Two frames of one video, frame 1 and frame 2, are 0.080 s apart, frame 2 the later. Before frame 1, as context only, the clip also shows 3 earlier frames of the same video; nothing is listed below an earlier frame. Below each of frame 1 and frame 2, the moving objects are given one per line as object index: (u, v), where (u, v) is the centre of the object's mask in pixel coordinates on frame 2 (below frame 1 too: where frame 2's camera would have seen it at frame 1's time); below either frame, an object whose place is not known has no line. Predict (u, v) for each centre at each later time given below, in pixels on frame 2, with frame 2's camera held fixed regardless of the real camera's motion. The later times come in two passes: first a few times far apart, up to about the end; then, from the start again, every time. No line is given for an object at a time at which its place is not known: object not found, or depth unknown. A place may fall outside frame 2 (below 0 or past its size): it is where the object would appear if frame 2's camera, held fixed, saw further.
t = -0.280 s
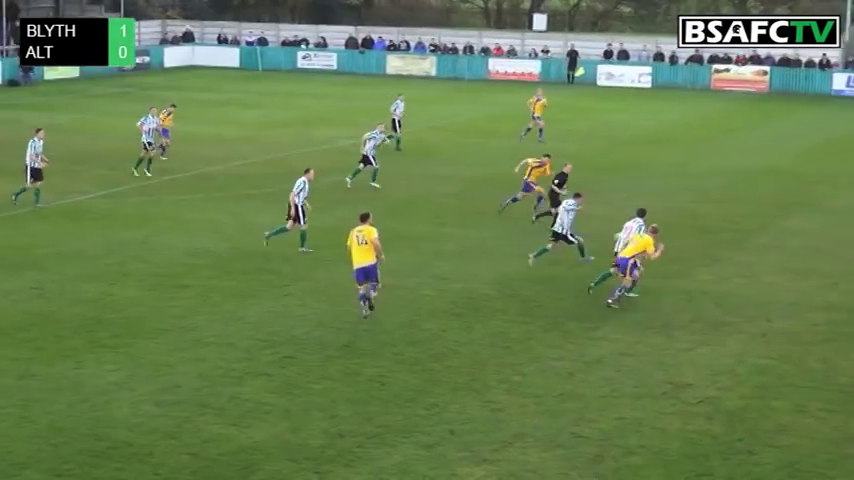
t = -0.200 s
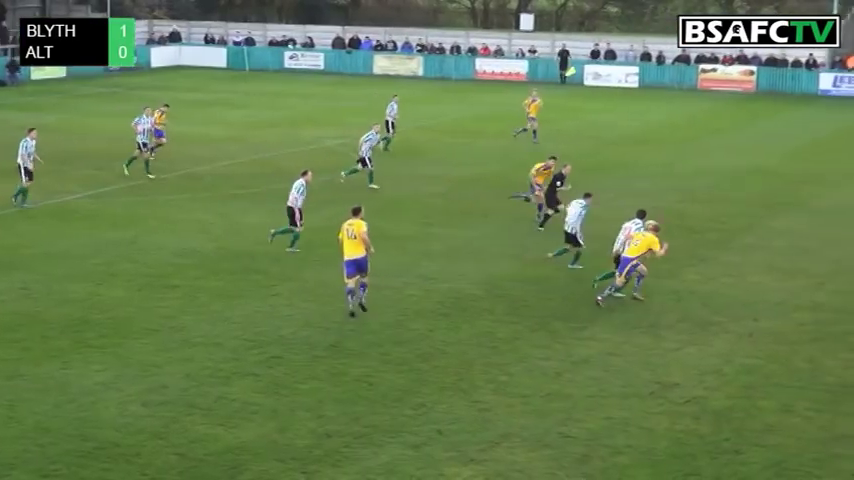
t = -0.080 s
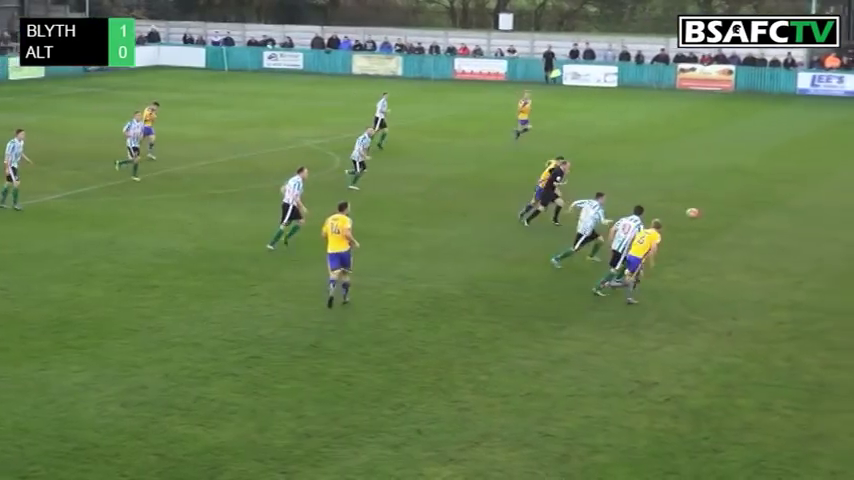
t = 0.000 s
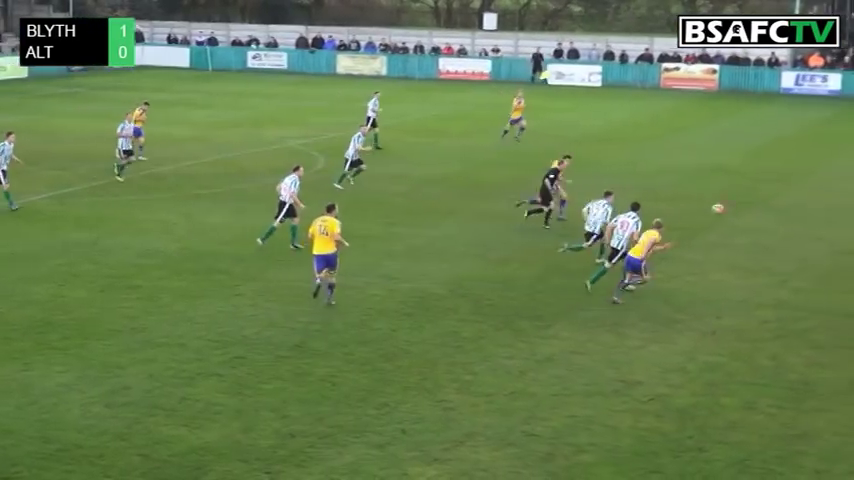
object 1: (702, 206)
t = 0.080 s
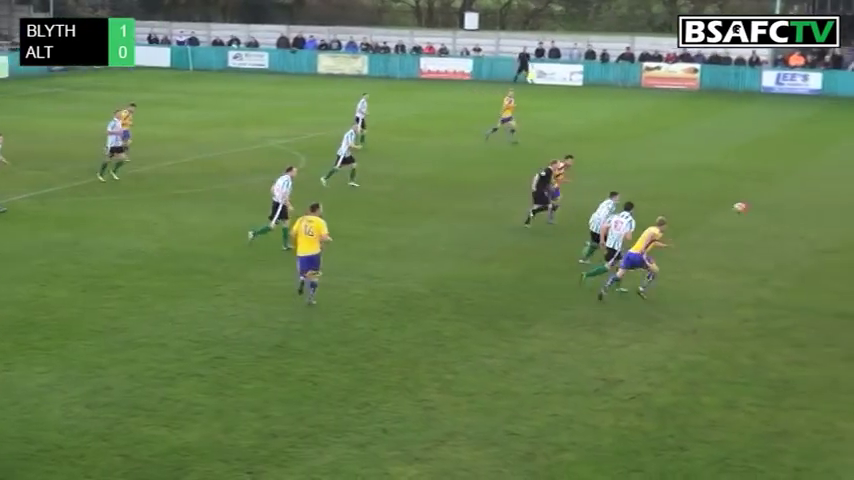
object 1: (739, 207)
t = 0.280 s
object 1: (838, 219)
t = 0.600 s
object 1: (987, 245)
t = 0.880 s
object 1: (1098, 232)
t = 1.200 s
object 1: (1216, 247)
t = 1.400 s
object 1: (1271, 235)
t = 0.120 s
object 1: (759, 208)
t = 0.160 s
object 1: (779, 210)
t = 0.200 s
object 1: (799, 212)
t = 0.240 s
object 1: (818, 216)
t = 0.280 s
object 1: (838, 219)
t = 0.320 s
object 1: (858, 224)
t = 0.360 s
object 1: (878, 230)
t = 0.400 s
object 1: (897, 235)
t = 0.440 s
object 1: (917, 243)
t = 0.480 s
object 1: (937, 252)
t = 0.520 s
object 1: (955, 256)
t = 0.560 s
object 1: (971, 250)
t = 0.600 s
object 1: (987, 245)
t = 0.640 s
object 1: (1003, 241)
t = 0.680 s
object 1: (1019, 237)
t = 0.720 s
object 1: (1035, 235)
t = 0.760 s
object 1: (1051, 232)
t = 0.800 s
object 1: (1067, 232)
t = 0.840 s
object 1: (1082, 231)
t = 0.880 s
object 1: (1098, 232)
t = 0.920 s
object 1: (1115, 234)
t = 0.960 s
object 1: (1130, 236)
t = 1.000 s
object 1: (1146, 240)
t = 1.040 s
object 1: (1162, 244)
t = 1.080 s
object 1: (1177, 249)
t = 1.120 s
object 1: (1192, 254)
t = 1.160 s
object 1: (1204, 250)
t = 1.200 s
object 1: (1216, 247)
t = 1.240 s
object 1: (1227, 243)
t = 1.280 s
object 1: (1238, 240)
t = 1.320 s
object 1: (1249, 237)
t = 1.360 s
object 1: (1260, 236)
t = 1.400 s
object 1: (1271, 235)
